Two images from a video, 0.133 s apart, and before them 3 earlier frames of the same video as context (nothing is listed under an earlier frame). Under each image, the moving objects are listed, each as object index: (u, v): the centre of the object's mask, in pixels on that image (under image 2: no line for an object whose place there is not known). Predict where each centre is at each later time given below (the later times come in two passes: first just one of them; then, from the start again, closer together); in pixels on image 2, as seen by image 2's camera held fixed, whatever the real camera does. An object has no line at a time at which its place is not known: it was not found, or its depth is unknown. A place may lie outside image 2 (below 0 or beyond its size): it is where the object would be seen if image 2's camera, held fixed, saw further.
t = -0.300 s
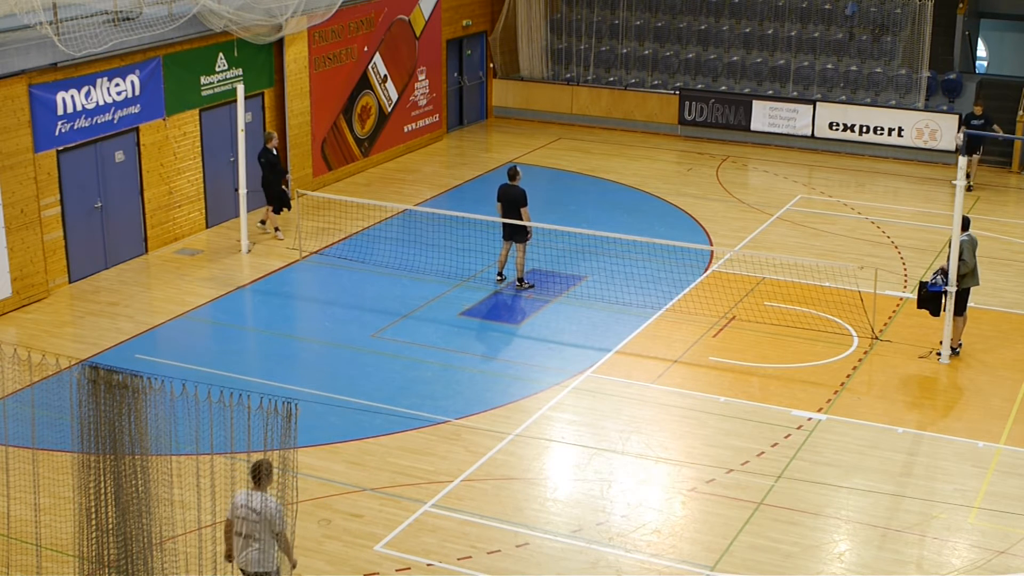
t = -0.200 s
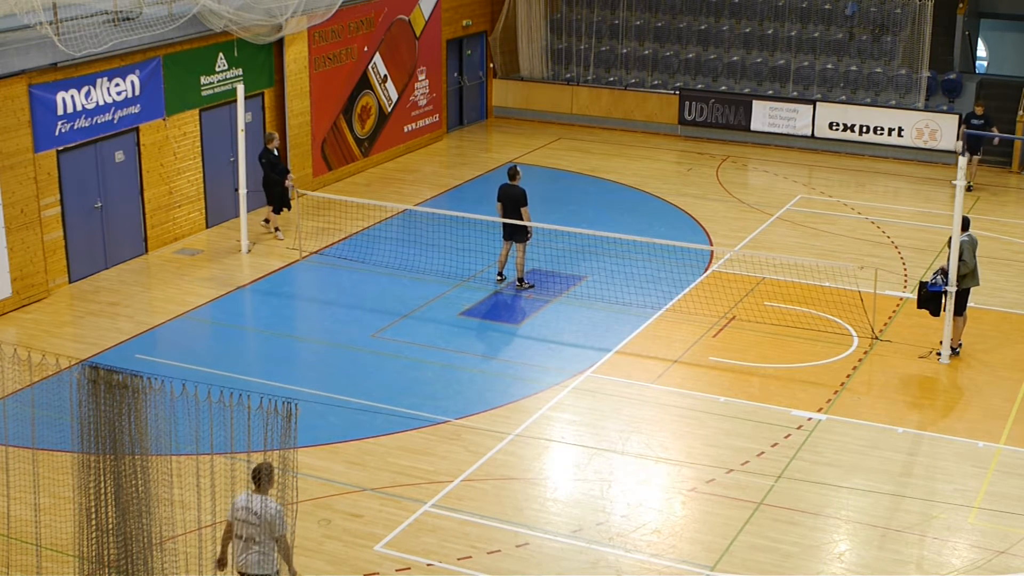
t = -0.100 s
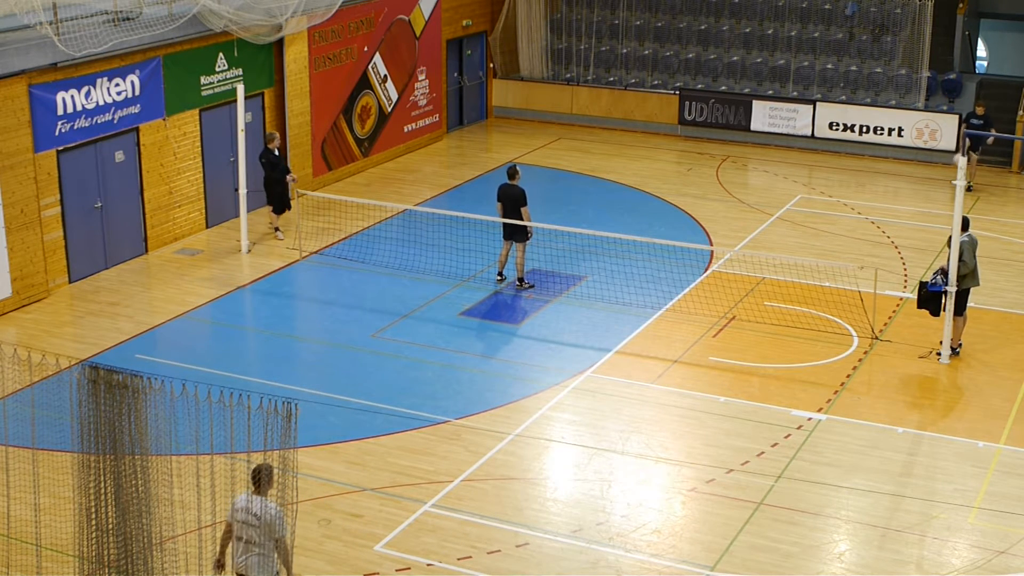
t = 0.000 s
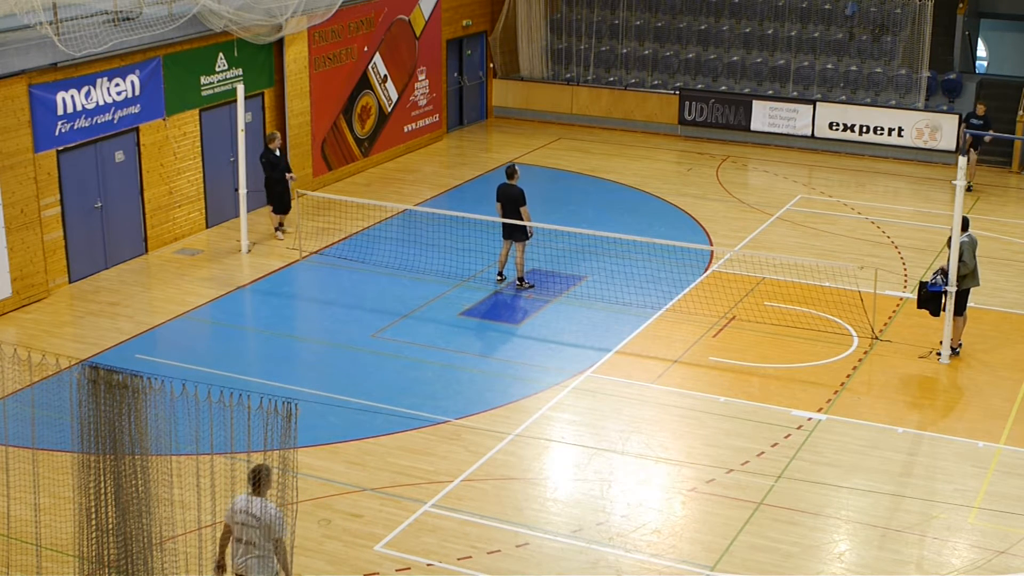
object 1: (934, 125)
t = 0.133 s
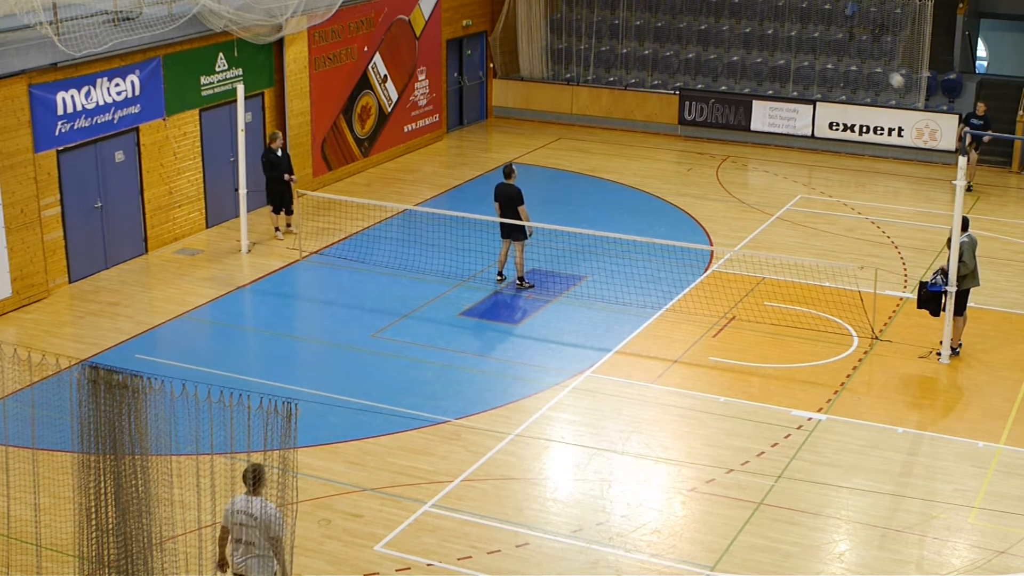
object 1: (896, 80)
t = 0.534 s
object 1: (759, 4)
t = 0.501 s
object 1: (771, 5)
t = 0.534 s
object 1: (759, 4)
